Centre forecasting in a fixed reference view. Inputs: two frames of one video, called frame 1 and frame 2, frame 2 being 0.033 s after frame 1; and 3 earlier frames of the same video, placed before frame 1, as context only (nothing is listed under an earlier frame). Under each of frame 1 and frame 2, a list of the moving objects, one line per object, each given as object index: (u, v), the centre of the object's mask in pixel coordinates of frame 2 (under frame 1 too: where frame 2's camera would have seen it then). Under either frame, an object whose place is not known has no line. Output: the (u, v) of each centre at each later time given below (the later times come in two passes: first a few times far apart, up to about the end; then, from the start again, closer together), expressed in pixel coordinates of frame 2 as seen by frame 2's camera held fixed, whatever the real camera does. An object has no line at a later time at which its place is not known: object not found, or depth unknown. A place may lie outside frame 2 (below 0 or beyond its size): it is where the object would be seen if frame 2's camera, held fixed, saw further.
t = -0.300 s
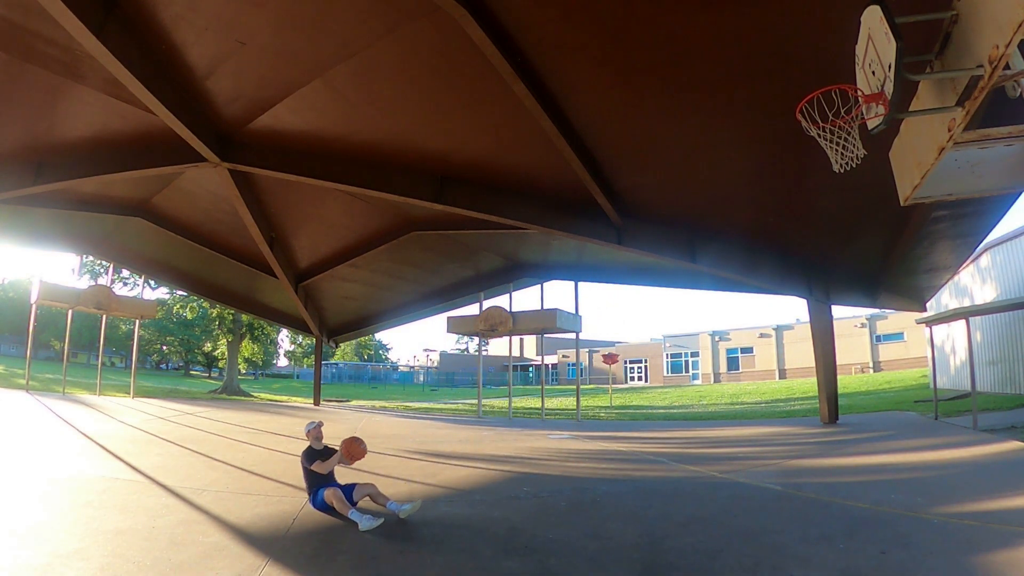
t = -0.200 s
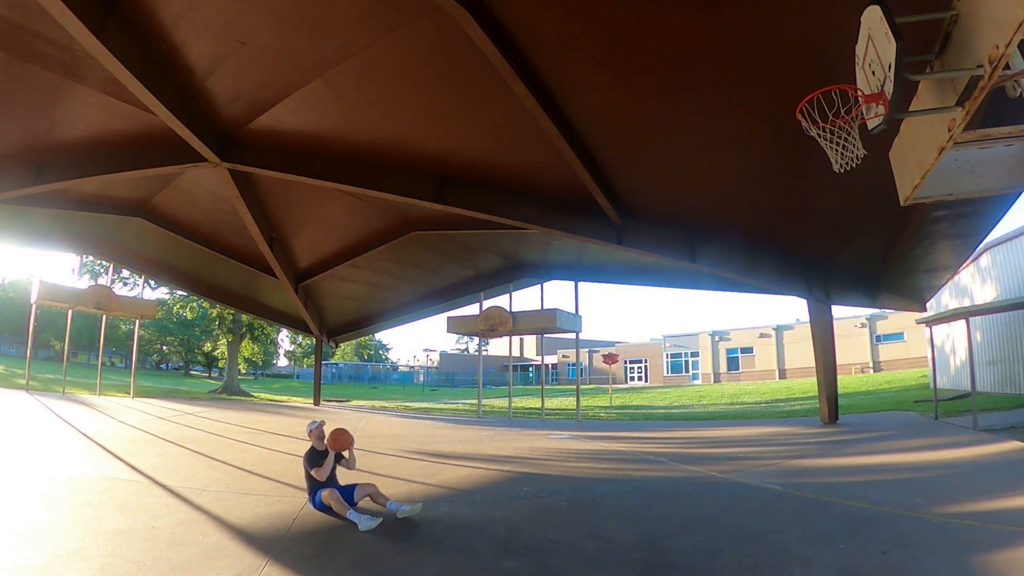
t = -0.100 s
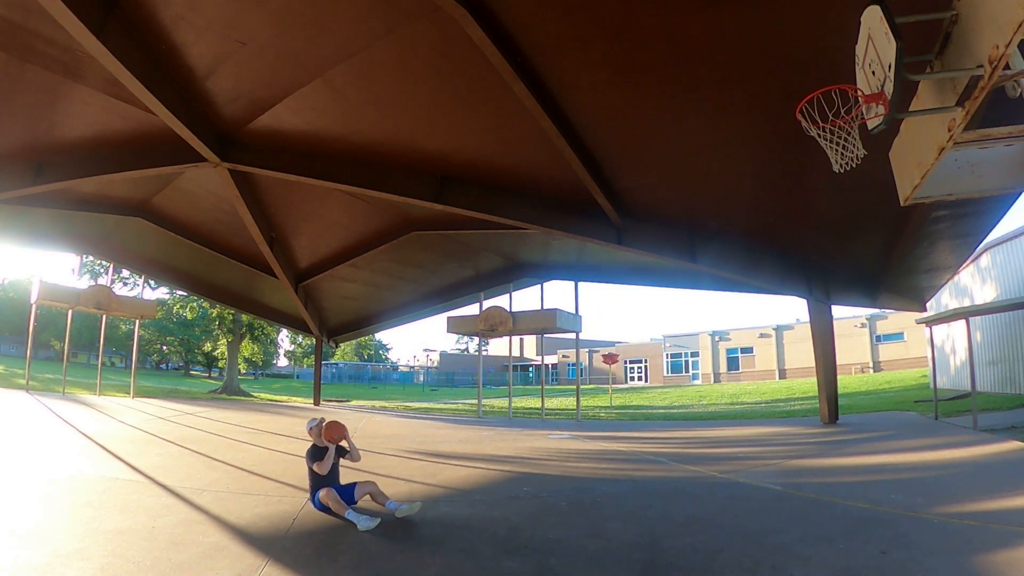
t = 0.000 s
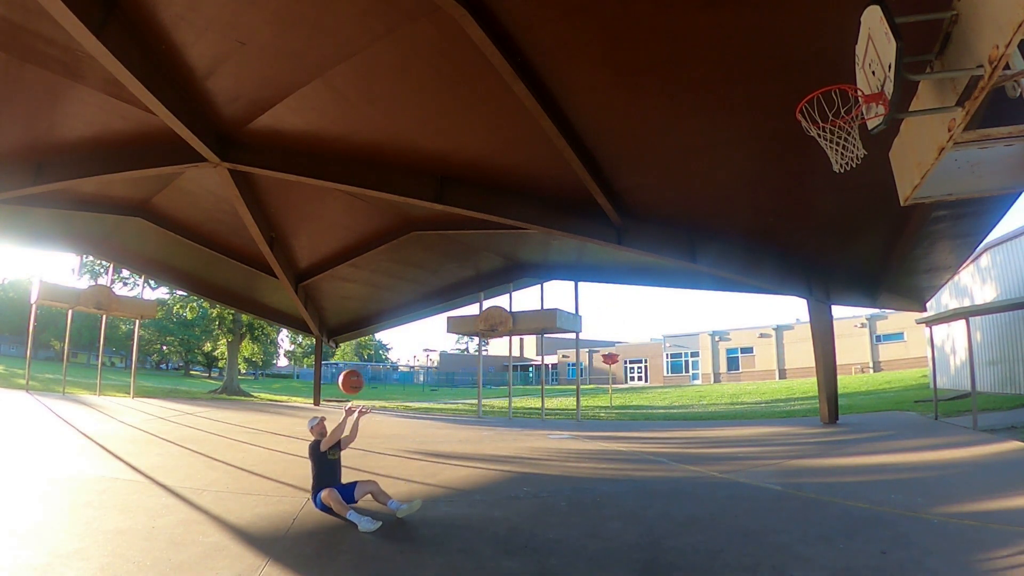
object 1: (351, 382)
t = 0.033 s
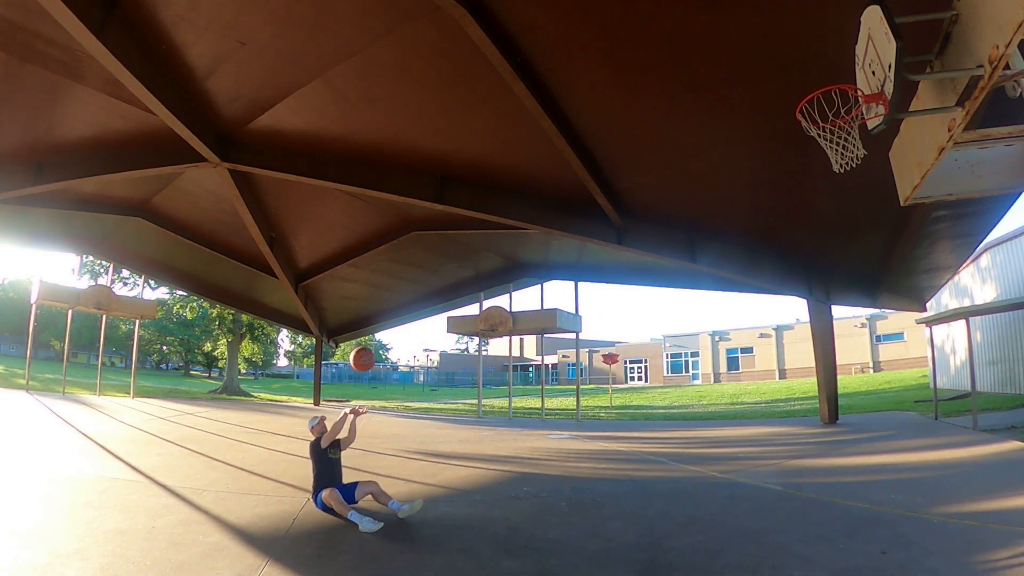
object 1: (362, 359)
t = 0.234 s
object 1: (437, 235)
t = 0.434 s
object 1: (519, 143)
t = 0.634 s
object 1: (608, 88)
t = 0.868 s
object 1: (726, 74)
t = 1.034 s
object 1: (821, 107)
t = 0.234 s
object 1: (437, 235)
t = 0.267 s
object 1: (450, 216)
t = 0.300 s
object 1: (464, 199)
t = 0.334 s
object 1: (478, 184)
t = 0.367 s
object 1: (491, 170)
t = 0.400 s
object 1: (505, 156)
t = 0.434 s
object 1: (519, 143)
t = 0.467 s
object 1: (534, 130)
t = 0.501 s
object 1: (549, 119)
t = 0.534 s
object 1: (563, 110)
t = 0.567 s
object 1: (578, 101)
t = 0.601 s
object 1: (593, 95)
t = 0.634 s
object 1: (608, 88)
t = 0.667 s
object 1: (624, 82)
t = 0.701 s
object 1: (639, 78)
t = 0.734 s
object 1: (655, 74)
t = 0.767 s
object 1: (673, 72)
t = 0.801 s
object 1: (690, 72)
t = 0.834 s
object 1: (708, 73)
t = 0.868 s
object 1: (726, 74)
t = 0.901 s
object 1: (745, 77)
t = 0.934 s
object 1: (764, 82)
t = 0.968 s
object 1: (784, 89)
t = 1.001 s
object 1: (801, 95)
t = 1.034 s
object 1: (821, 107)
